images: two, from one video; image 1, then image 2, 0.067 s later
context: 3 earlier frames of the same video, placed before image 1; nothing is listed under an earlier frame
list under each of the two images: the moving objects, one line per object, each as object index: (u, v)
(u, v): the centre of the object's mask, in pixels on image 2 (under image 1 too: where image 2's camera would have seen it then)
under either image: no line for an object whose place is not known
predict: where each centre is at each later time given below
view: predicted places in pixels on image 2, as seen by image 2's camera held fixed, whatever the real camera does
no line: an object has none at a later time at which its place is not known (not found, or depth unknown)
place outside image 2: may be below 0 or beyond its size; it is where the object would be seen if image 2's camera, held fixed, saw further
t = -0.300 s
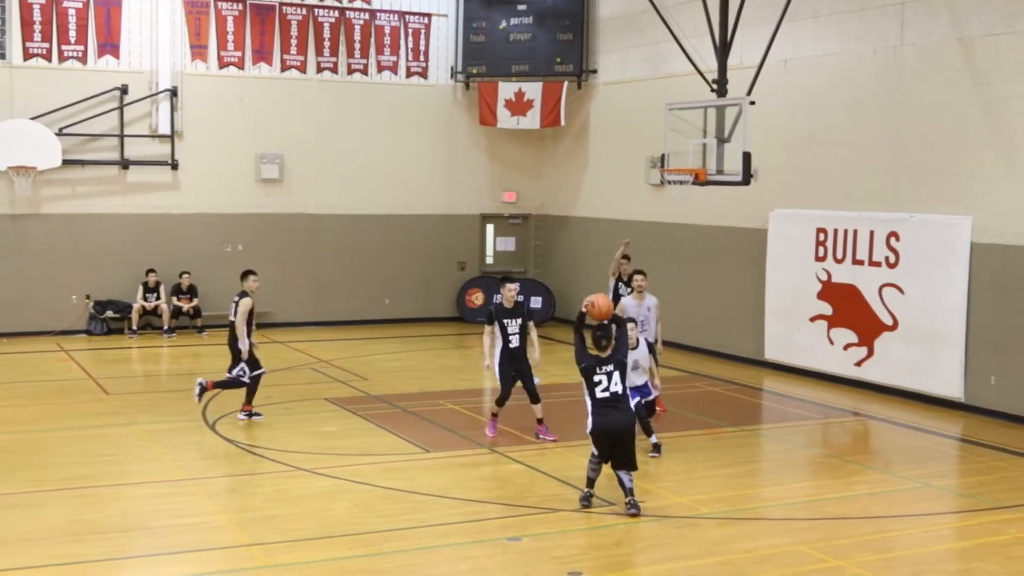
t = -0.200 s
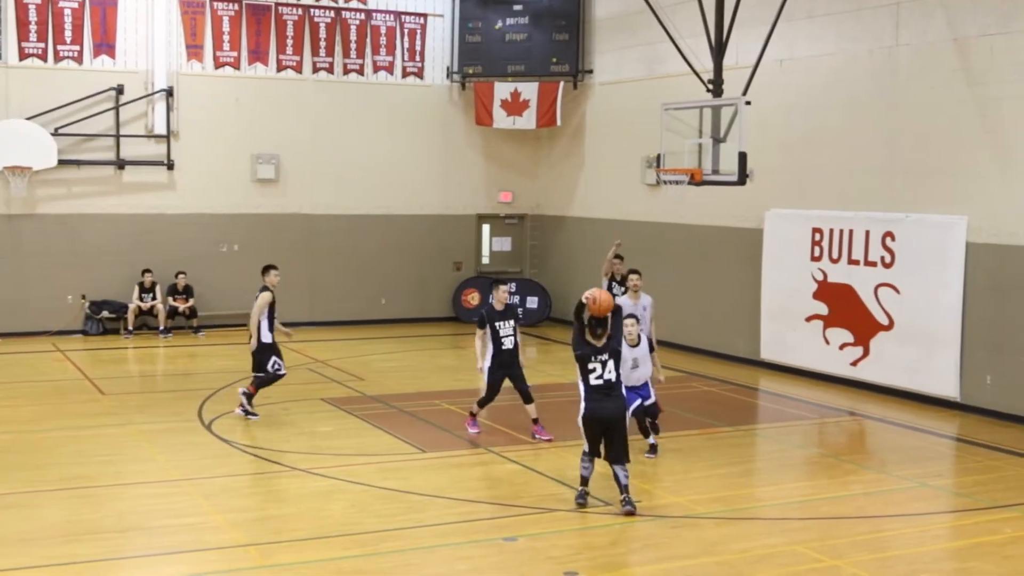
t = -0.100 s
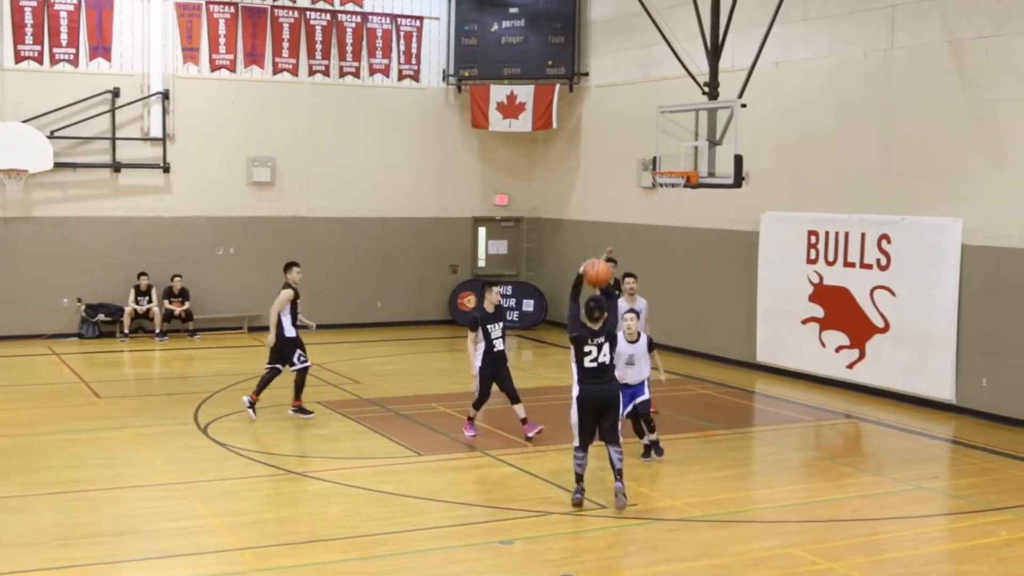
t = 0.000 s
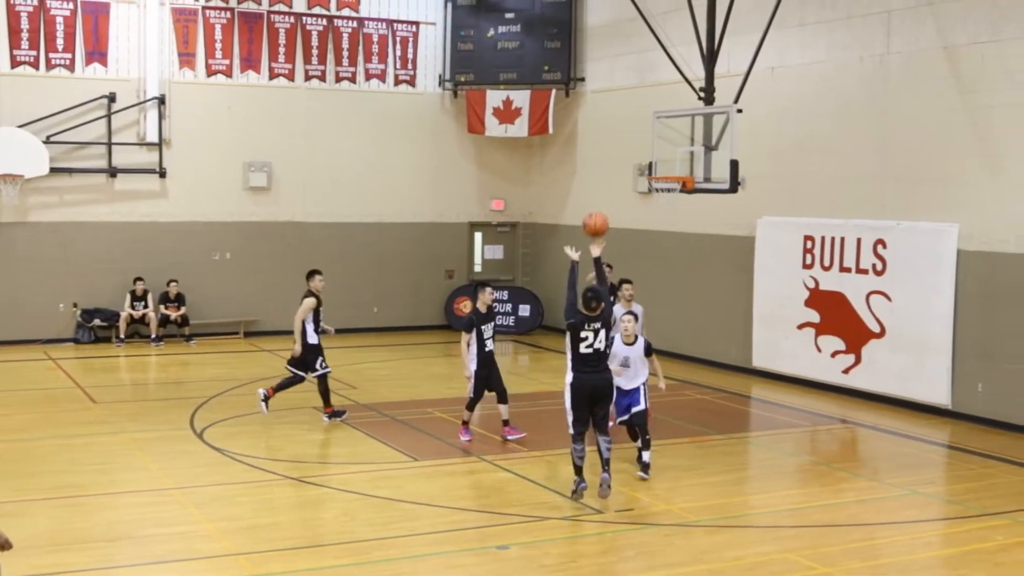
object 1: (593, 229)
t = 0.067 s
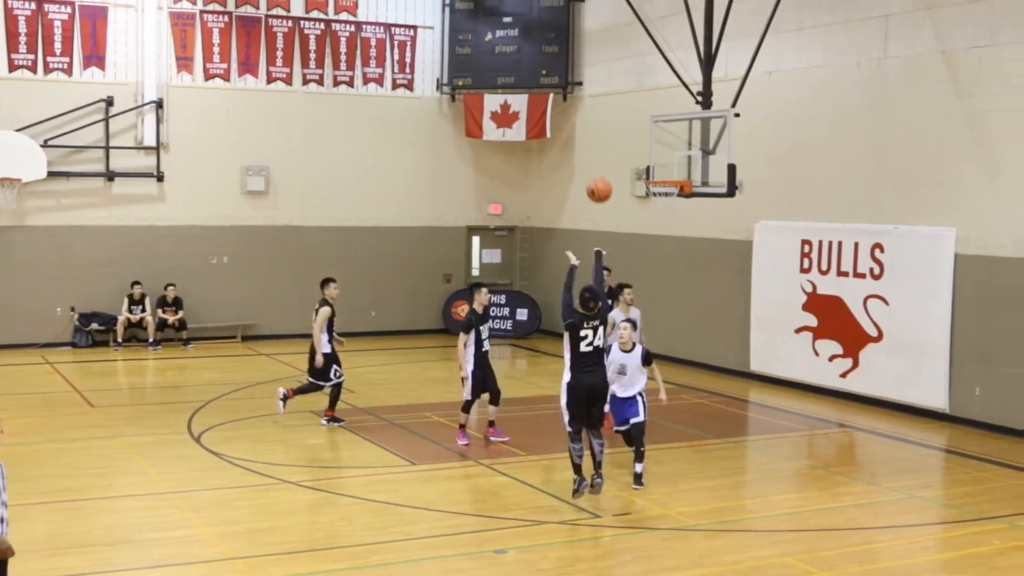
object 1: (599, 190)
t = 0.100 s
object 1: (602, 173)
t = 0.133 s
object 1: (605, 158)
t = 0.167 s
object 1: (608, 145)
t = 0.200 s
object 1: (610, 133)
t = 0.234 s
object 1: (613, 124)
